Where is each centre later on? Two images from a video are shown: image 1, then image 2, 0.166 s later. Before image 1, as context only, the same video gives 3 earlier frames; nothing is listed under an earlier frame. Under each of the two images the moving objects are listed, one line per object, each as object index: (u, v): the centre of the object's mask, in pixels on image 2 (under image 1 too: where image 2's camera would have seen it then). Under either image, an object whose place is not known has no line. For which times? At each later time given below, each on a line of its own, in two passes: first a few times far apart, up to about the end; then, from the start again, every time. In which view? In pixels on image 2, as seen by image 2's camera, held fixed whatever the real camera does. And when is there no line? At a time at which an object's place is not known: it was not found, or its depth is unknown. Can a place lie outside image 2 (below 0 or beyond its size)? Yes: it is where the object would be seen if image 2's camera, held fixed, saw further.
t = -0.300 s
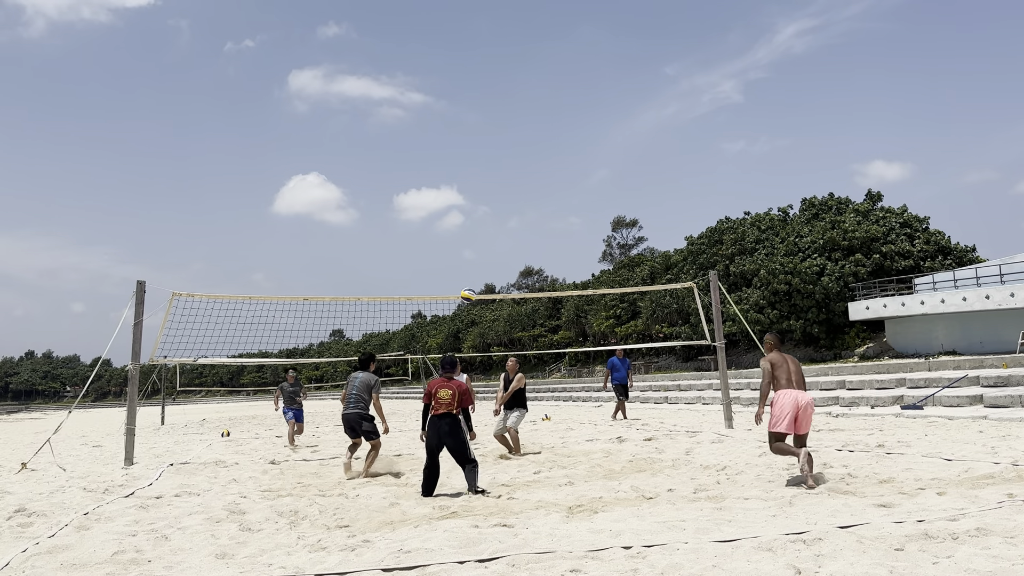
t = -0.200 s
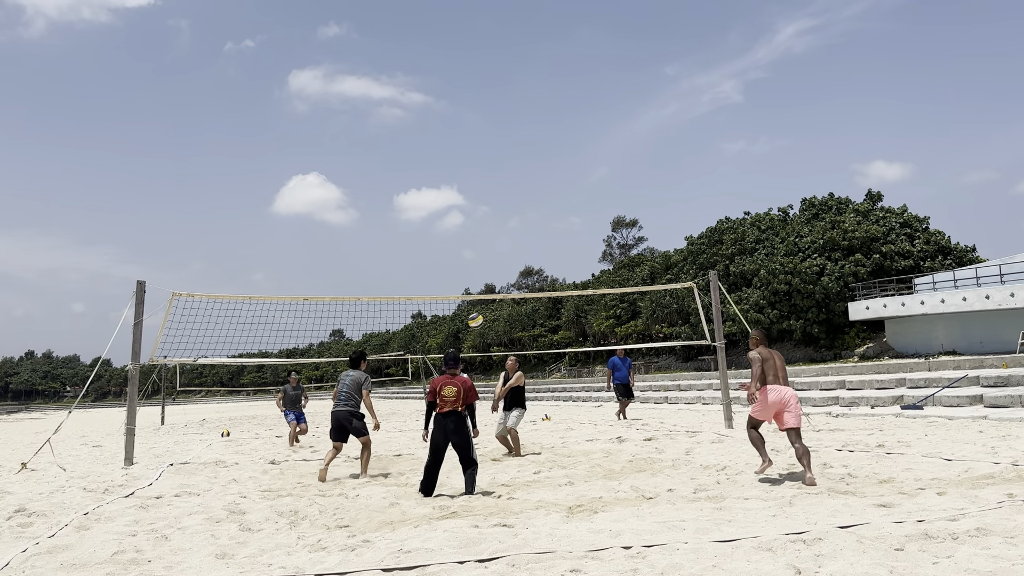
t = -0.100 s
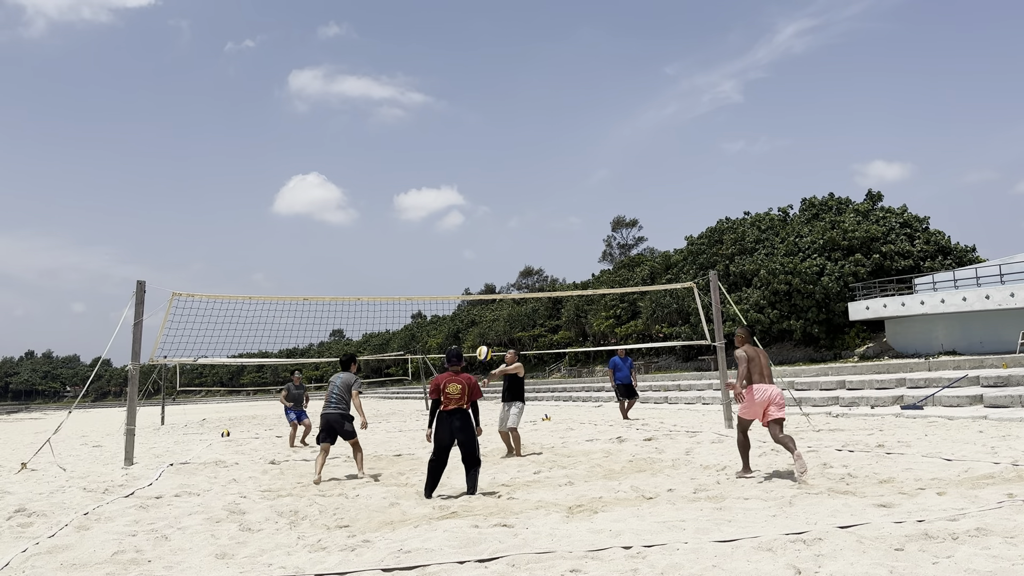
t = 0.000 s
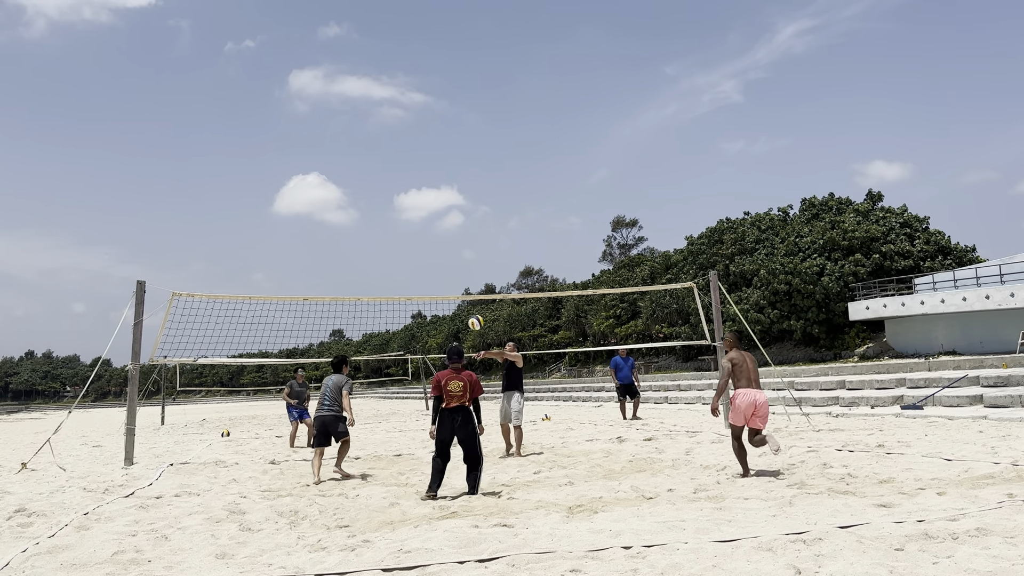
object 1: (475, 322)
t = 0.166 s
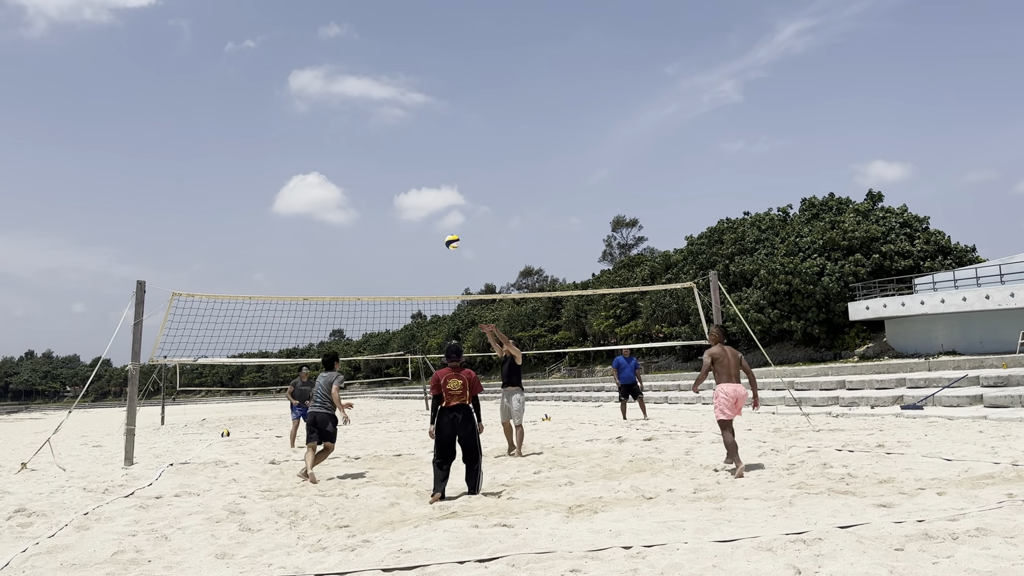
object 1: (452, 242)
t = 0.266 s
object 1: (438, 205)
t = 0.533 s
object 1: (404, 144)
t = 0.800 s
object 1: (376, 135)
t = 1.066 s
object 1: (351, 174)
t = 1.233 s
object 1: (338, 221)
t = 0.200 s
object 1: (447, 228)
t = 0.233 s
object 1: (443, 216)
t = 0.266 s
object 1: (438, 205)
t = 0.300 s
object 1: (434, 194)
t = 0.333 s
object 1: (429, 184)
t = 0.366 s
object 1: (425, 175)
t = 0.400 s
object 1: (421, 167)
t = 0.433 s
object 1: (417, 161)
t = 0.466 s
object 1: (412, 154)
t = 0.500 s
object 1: (408, 149)
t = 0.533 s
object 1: (404, 144)
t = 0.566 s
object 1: (401, 140)
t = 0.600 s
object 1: (397, 137)
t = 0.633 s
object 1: (393, 135)
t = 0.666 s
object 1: (390, 133)
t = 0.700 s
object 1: (386, 133)
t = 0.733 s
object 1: (382, 133)
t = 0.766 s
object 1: (379, 134)
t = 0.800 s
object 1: (376, 135)
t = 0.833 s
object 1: (372, 138)
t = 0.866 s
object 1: (369, 141)
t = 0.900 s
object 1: (366, 144)
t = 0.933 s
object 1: (363, 149)
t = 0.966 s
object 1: (360, 154)
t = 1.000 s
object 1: (357, 160)
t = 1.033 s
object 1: (354, 167)
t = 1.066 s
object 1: (351, 174)
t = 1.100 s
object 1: (348, 182)
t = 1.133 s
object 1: (346, 191)
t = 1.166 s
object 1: (343, 200)
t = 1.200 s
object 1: (341, 211)
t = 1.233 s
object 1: (338, 221)
